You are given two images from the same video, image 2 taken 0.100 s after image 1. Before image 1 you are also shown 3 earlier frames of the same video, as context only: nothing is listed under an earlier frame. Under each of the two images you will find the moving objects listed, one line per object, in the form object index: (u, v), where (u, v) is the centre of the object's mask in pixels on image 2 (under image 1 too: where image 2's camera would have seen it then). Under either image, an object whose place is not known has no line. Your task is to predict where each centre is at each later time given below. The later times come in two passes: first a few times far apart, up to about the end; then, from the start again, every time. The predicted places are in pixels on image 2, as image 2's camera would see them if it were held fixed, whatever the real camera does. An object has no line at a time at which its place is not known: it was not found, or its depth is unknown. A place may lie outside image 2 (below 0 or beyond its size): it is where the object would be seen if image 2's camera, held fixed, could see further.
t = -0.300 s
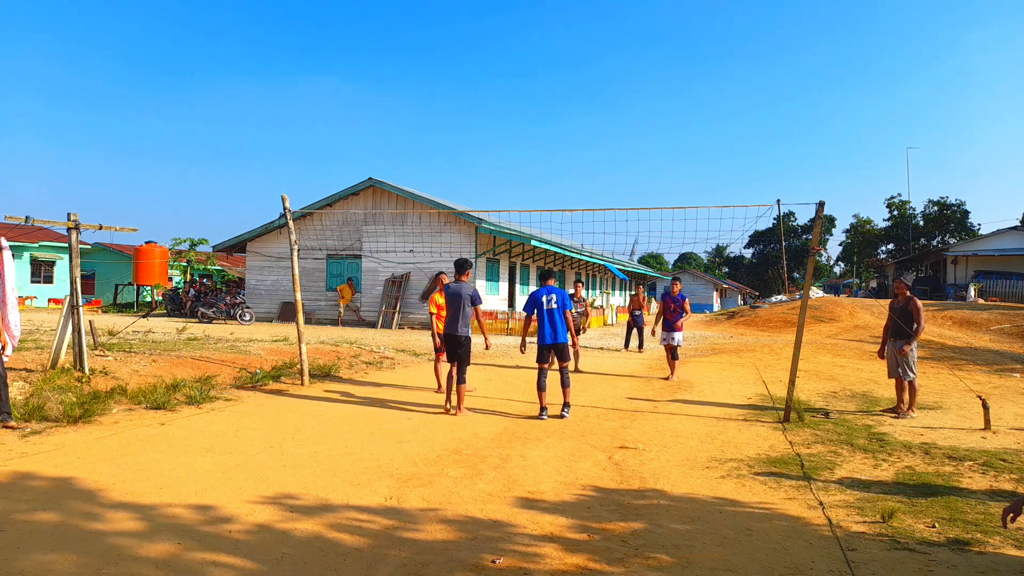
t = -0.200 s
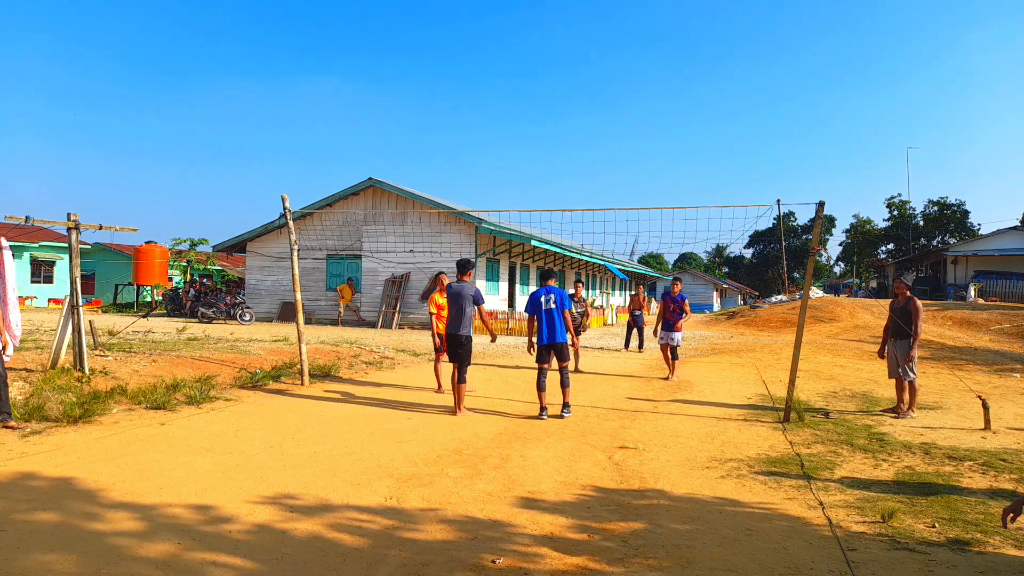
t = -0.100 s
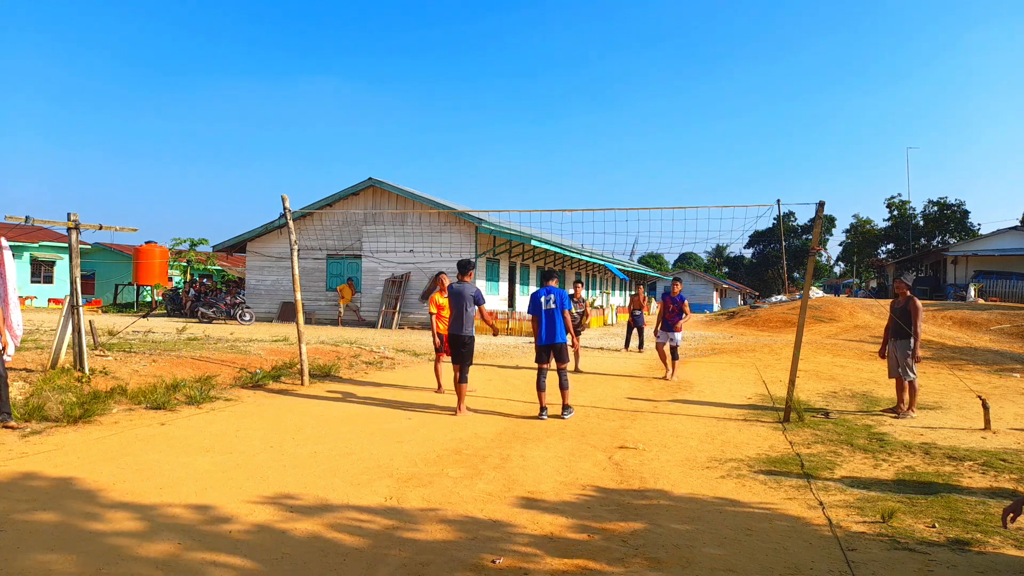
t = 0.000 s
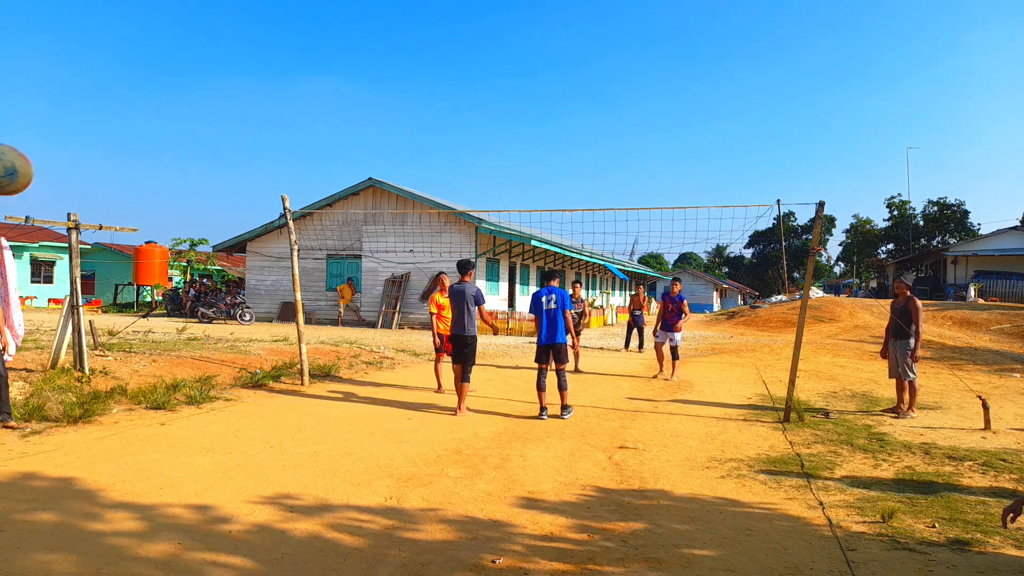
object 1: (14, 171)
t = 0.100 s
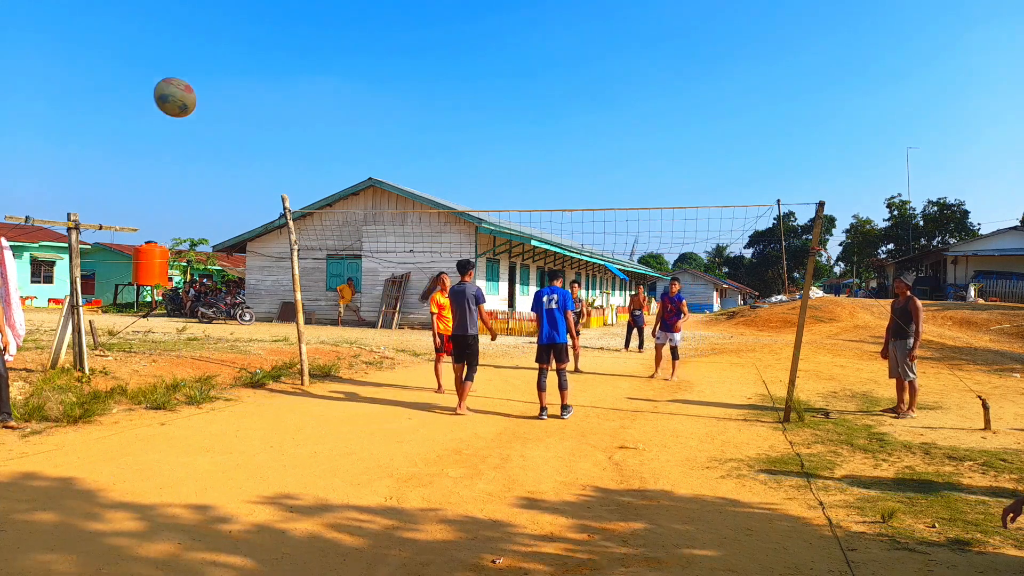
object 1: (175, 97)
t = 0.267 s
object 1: (320, 69)
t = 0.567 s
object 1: (430, 110)
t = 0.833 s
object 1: (473, 184)
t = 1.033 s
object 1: (494, 244)
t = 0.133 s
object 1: (214, 85)
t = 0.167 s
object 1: (247, 77)
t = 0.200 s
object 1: (275, 72)
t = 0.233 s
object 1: (300, 69)
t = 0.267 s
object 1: (320, 69)
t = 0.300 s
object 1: (338, 69)
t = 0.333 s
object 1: (355, 71)
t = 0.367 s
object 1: (369, 74)
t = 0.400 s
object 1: (382, 78)
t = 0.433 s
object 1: (394, 83)
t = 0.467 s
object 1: (404, 89)
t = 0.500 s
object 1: (414, 95)
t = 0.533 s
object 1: (422, 103)
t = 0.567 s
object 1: (430, 110)
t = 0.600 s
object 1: (437, 119)
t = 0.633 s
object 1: (443, 127)
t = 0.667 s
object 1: (449, 136)
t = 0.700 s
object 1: (454, 145)
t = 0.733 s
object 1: (460, 154)
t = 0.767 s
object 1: (464, 164)
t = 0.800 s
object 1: (469, 174)
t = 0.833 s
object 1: (473, 184)
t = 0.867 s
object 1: (476, 194)
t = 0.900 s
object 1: (480, 204)
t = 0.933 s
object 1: (483, 215)
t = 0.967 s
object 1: (487, 224)
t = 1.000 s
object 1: (490, 234)
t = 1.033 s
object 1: (494, 244)
